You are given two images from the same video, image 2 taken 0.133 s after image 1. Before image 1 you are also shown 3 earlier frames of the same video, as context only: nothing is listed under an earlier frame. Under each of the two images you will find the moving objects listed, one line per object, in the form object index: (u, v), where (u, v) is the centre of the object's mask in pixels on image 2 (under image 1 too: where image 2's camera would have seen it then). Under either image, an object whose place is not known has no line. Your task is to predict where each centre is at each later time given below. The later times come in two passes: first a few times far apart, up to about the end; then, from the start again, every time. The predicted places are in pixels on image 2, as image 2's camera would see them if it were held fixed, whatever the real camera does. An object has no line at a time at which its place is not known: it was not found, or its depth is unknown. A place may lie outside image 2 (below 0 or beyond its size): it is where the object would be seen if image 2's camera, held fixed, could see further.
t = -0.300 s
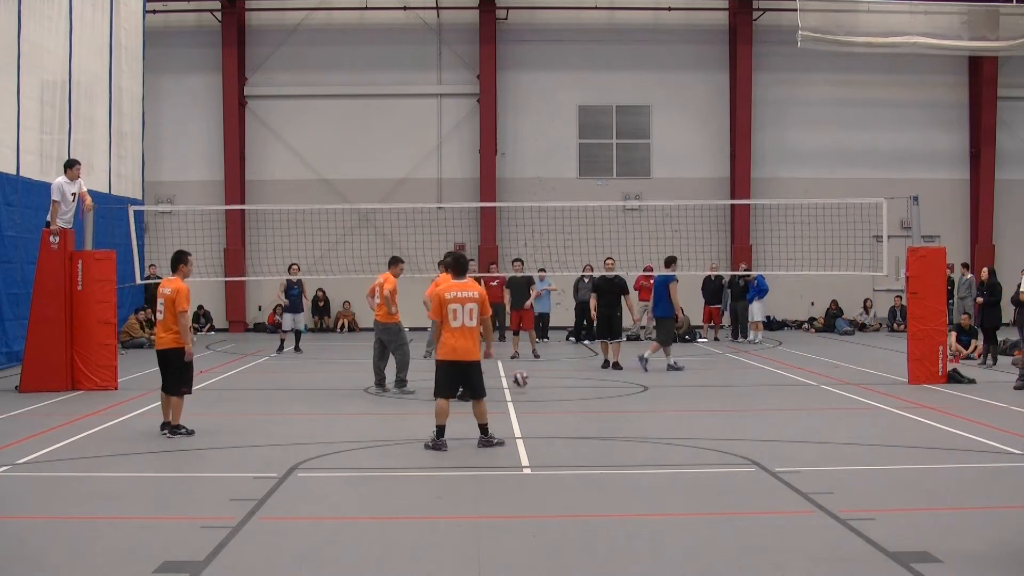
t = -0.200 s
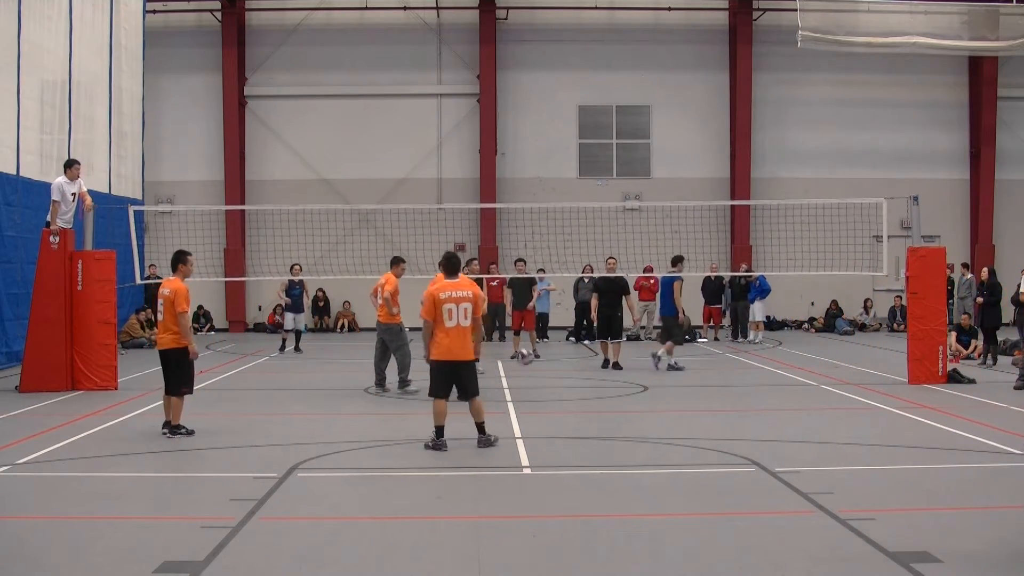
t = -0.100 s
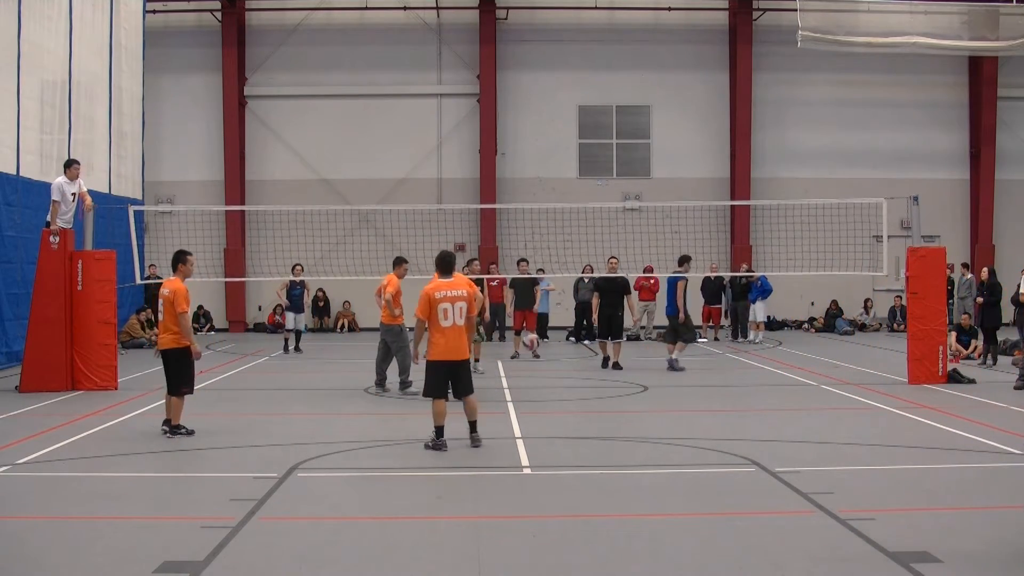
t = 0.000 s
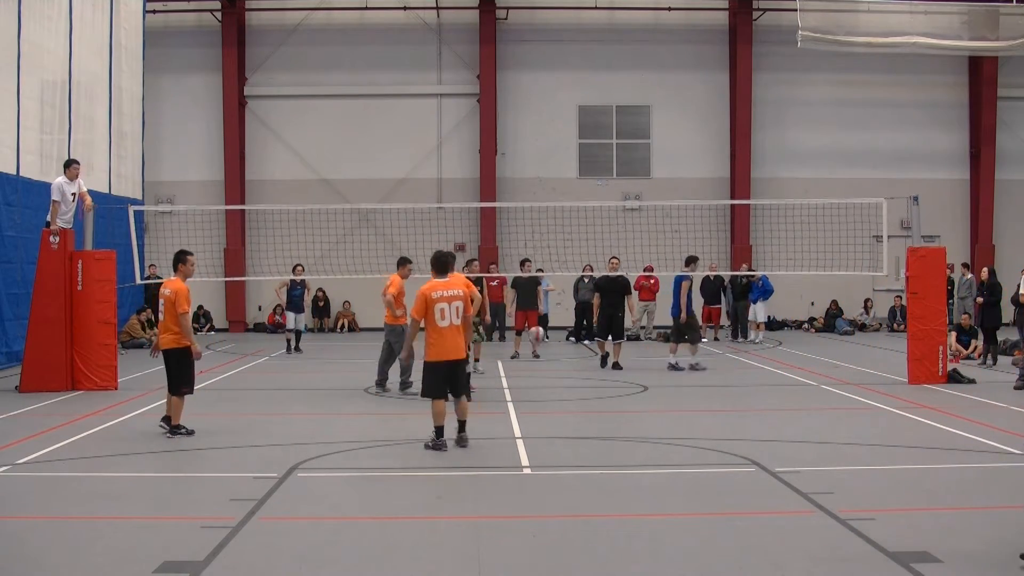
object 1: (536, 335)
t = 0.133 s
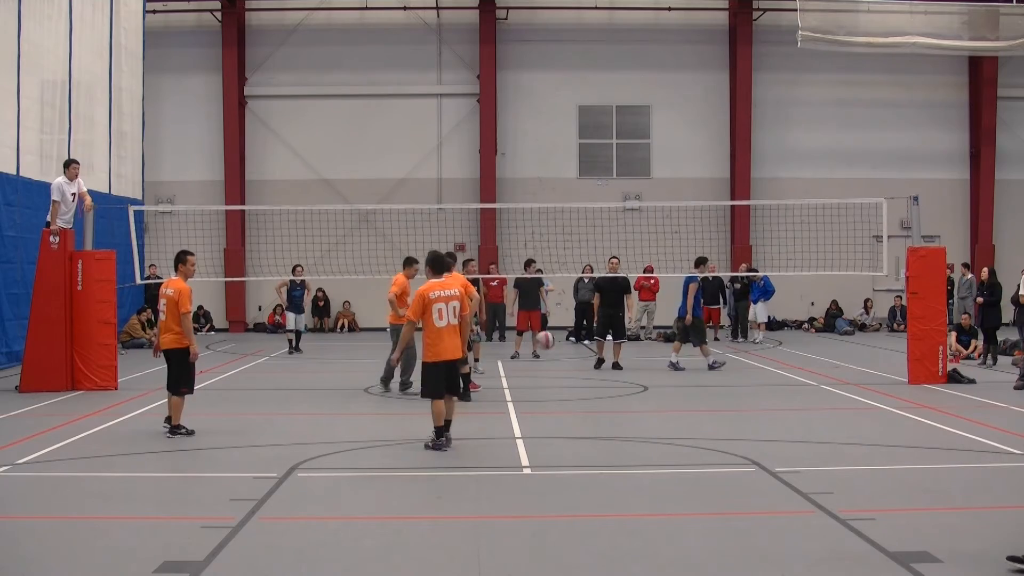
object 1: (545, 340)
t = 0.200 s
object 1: (550, 349)
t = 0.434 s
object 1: (567, 413)
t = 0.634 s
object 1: (582, 374)
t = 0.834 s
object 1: (600, 377)
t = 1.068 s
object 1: (623, 446)
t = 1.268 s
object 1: (649, 424)
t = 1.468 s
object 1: (676, 435)
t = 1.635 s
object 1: (704, 498)
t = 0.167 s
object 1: (548, 344)
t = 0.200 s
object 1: (550, 349)
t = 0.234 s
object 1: (552, 355)
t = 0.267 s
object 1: (554, 363)
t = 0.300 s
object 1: (556, 371)
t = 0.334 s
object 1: (559, 382)
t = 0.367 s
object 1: (562, 393)
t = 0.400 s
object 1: (564, 406)
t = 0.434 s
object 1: (567, 413)
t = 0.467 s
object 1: (569, 404)
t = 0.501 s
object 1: (572, 396)
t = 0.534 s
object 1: (575, 389)
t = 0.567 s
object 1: (577, 383)
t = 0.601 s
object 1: (579, 378)
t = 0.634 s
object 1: (582, 374)
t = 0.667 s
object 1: (585, 371)
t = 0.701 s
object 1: (588, 370)
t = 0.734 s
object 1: (591, 369)
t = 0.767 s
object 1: (594, 370)
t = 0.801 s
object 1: (597, 373)
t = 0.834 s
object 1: (600, 377)
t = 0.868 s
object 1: (603, 382)
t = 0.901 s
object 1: (606, 388)
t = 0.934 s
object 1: (609, 397)
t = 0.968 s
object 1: (613, 406)
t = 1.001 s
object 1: (617, 418)
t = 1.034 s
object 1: (620, 431)
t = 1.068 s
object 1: (623, 446)
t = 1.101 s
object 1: (628, 455)
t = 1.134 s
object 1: (632, 446)
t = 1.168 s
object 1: (635, 438)
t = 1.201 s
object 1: (640, 432)
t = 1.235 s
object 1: (644, 427)
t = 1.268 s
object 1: (649, 424)
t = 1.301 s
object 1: (652, 421)
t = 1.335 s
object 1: (657, 421)
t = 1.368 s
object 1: (661, 422)
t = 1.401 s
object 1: (667, 425)
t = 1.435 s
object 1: (672, 429)
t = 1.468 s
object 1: (676, 435)
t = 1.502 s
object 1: (681, 444)
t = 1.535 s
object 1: (687, 454)
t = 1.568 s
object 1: (693, 467)
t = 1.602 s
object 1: (698, 481)
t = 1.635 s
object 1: (704, 498)
